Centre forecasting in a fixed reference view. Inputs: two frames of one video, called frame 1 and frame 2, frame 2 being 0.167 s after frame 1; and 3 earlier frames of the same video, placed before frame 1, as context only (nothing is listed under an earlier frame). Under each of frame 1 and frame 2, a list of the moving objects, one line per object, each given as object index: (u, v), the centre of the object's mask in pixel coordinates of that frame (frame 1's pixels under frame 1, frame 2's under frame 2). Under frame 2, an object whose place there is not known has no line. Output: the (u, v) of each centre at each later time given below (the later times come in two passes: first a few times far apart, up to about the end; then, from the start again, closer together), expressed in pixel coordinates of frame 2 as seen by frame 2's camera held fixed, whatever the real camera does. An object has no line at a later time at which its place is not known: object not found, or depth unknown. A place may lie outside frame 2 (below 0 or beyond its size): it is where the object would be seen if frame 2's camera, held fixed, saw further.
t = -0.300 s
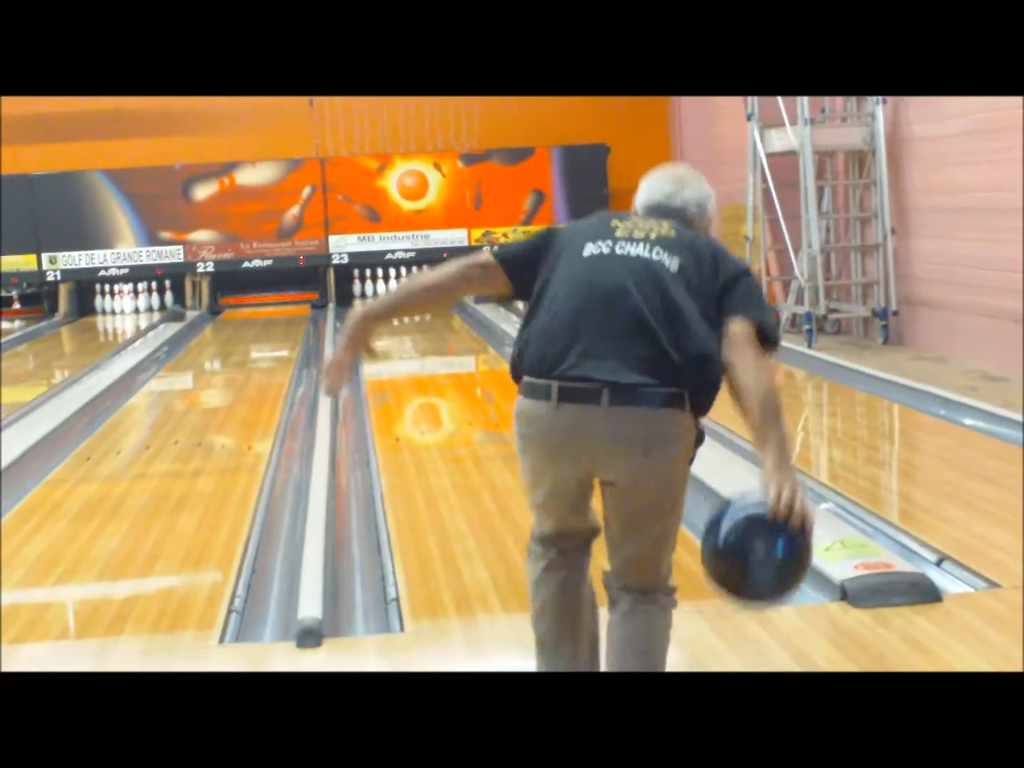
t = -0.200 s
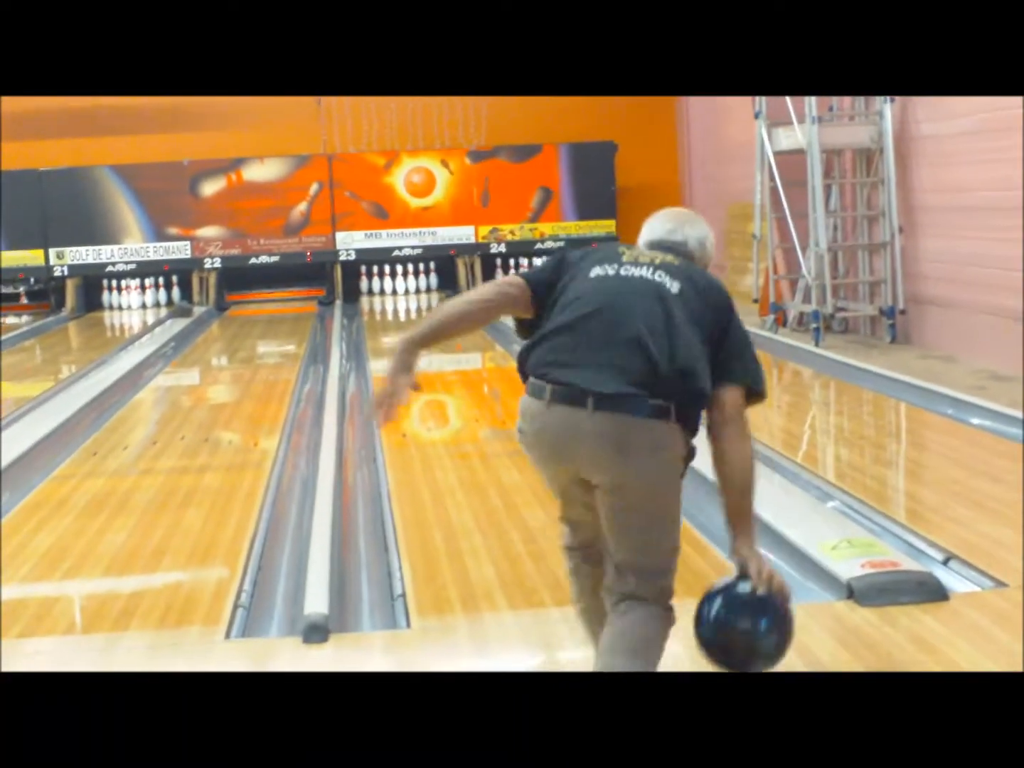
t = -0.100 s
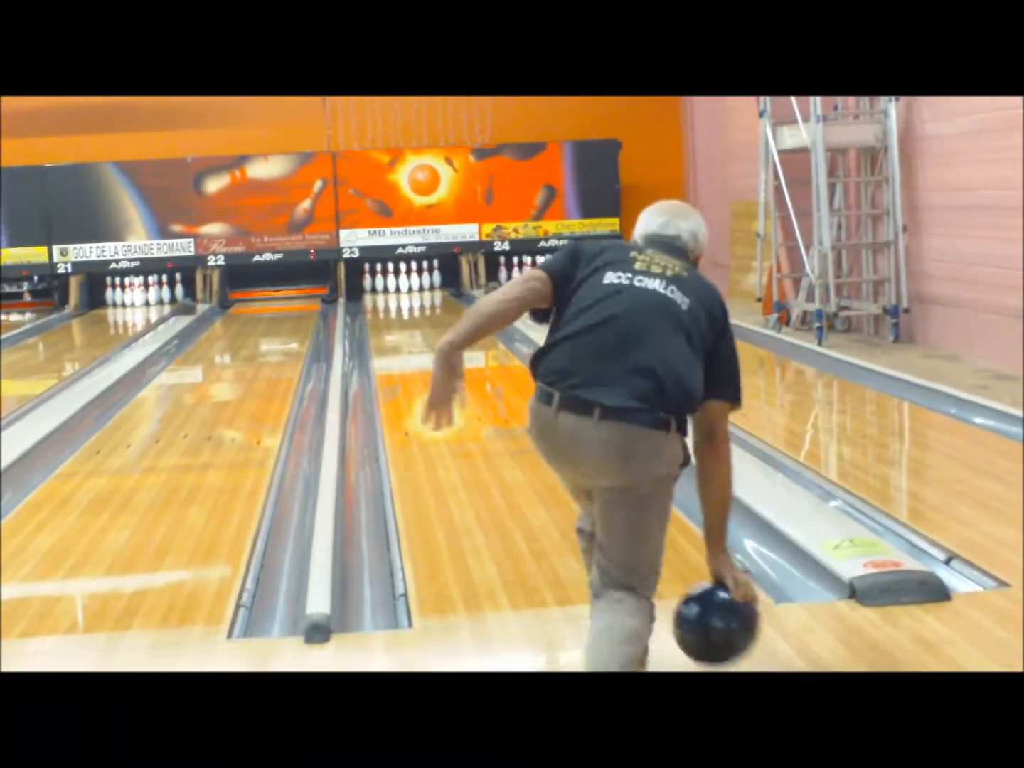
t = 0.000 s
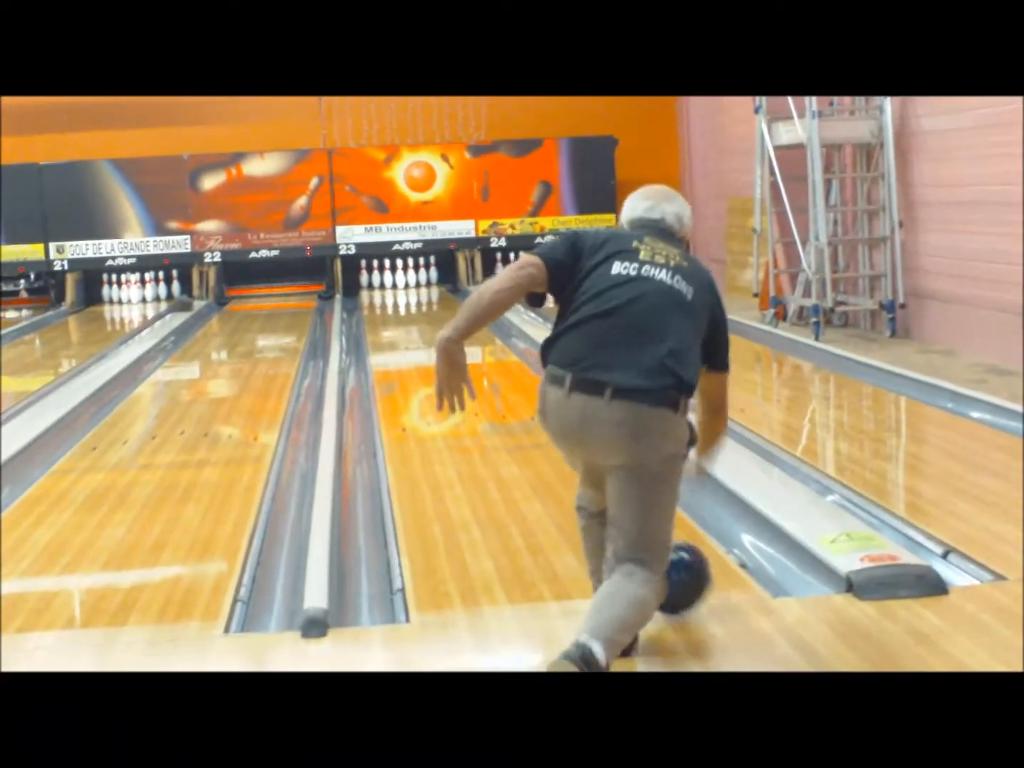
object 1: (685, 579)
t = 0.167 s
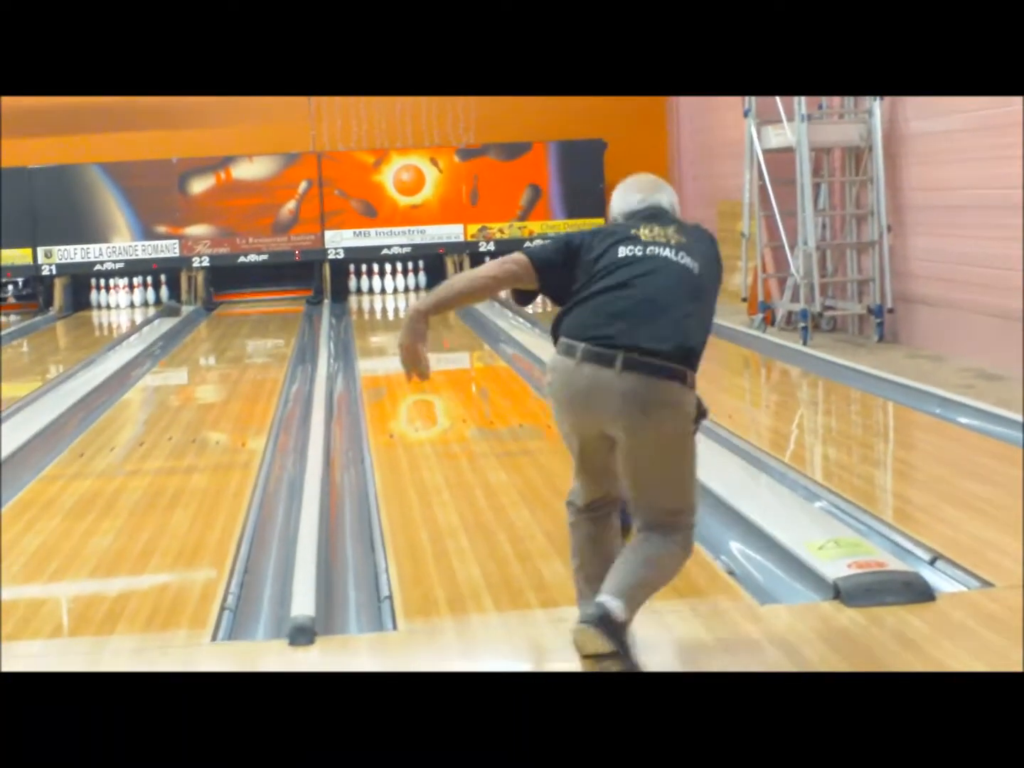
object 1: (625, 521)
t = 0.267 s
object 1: (567, 482)
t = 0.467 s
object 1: (544, 439)
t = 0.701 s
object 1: (514, 400)
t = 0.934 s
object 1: (492, 373)
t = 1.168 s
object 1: (477, 352)
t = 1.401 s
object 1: (463, 335)
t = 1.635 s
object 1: (454, 321)
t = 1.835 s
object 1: (446, 312)
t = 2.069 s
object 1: (439, 300)
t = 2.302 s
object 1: (429, 295)
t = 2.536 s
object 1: (418, 287)
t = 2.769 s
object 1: (407, 283)
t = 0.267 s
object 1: (567, 482)
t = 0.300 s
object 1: (566, 475)
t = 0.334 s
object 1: (564, 468)
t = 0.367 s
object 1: (562, 461)
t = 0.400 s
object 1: (555, 453)
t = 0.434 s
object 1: (550, 445)
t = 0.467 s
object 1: (544, 439)
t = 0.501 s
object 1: (539, 433)
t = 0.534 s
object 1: (535, 427)
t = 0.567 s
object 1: (530, 421)
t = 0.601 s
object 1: (526, 416)
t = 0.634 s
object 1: (520, 413)
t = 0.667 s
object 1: (517, 404)
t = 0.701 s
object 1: (514, 400)
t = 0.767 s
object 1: (506, 393)
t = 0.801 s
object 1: (505, 387)
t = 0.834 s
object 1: (502, 384)
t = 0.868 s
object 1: (498, 379)
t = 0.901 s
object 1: (495, 376)
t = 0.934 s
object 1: (492, 373)
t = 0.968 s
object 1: (490, 369)
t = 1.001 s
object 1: (487, 365)
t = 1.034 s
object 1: (485, 363)
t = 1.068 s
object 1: (484, 360)
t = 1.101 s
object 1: (481, 358)
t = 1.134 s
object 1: (478, 354)
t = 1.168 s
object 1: (477, 352)
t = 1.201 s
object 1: (474, 350)
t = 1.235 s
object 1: (472, 347)
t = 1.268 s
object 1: (471, 343)
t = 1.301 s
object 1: (470, 340)
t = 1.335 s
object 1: (467, 338)
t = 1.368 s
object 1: (464, 338)
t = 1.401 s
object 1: (463, 335)
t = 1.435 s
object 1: (463, 333)
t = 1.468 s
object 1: (462, 331)
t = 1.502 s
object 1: (460, 329)
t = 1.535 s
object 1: (457, 327)
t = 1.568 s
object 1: (456, 325)
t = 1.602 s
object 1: (455, 321)
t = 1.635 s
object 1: (454, 321)
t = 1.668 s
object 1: (452, 319)
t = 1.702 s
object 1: (450, 317)
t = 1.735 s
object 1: (449, 316)
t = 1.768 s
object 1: (448, 314)
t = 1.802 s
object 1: (447, 313)
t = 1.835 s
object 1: (446, 312)
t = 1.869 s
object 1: (445, 311)
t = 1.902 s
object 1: (444, 309)
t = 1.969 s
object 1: (443, 303)
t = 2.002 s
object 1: (439, 306)
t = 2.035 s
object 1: (438, 305)
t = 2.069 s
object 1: (439, 300)
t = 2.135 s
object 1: (435, 300)
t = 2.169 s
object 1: (433, 300)
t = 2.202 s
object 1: (433, 298)
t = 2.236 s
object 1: (432, 295)
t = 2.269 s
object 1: (430, 295)
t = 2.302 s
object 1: (429, 295)
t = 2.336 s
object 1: (427, 296)
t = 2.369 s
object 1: (425, 294)
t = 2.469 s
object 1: (420, 290)
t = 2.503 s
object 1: (419, 288)
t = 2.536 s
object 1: (418, 287)
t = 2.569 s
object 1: (417, 286)
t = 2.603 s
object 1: (415, 283)
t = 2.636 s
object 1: (413, 284)
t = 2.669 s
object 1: (411, 286)
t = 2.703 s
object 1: (409, 286)
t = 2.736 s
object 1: (409, 285)
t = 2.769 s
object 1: (407, 283)
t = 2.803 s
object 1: (405, 283)
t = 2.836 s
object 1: (404, 281)
